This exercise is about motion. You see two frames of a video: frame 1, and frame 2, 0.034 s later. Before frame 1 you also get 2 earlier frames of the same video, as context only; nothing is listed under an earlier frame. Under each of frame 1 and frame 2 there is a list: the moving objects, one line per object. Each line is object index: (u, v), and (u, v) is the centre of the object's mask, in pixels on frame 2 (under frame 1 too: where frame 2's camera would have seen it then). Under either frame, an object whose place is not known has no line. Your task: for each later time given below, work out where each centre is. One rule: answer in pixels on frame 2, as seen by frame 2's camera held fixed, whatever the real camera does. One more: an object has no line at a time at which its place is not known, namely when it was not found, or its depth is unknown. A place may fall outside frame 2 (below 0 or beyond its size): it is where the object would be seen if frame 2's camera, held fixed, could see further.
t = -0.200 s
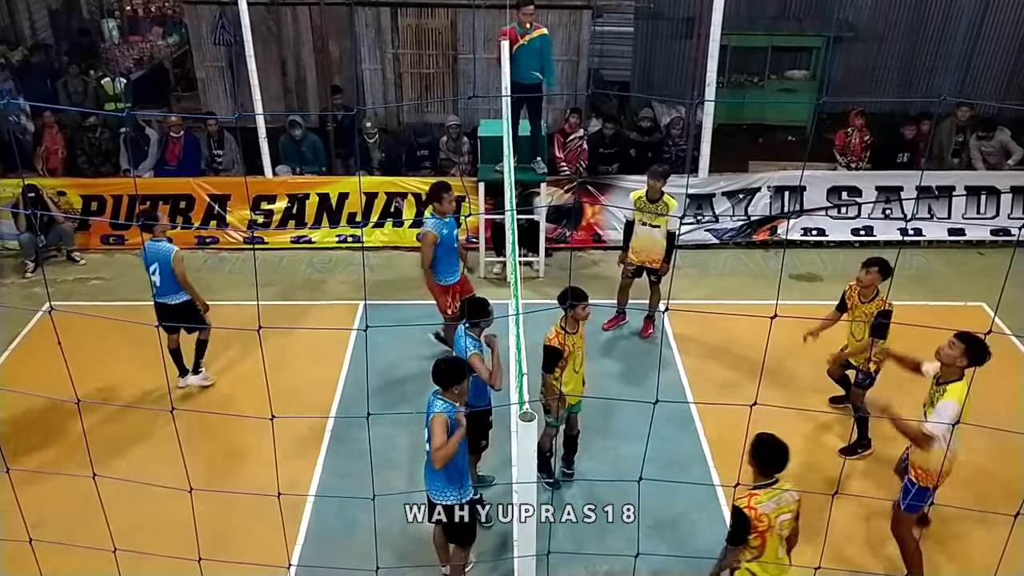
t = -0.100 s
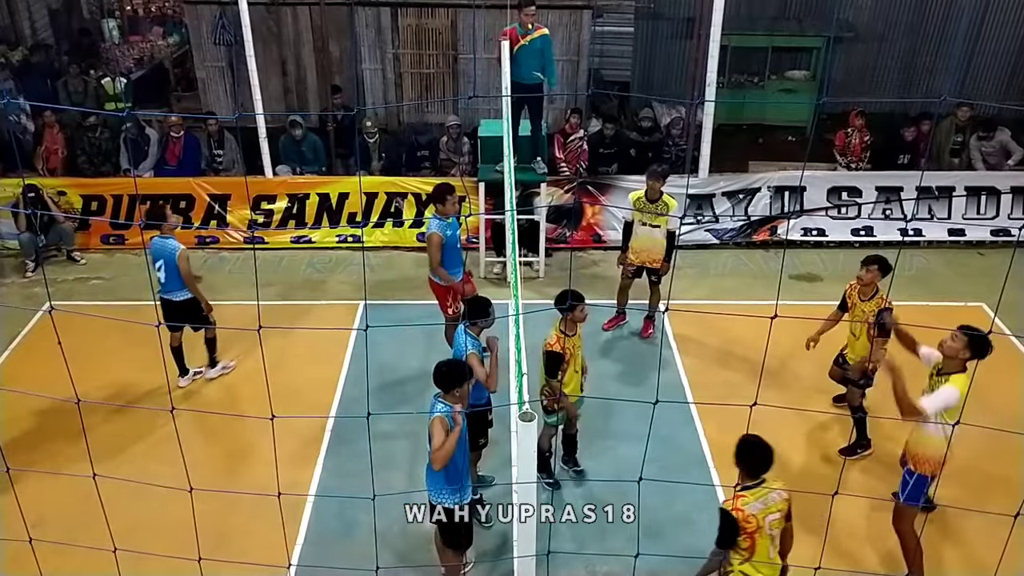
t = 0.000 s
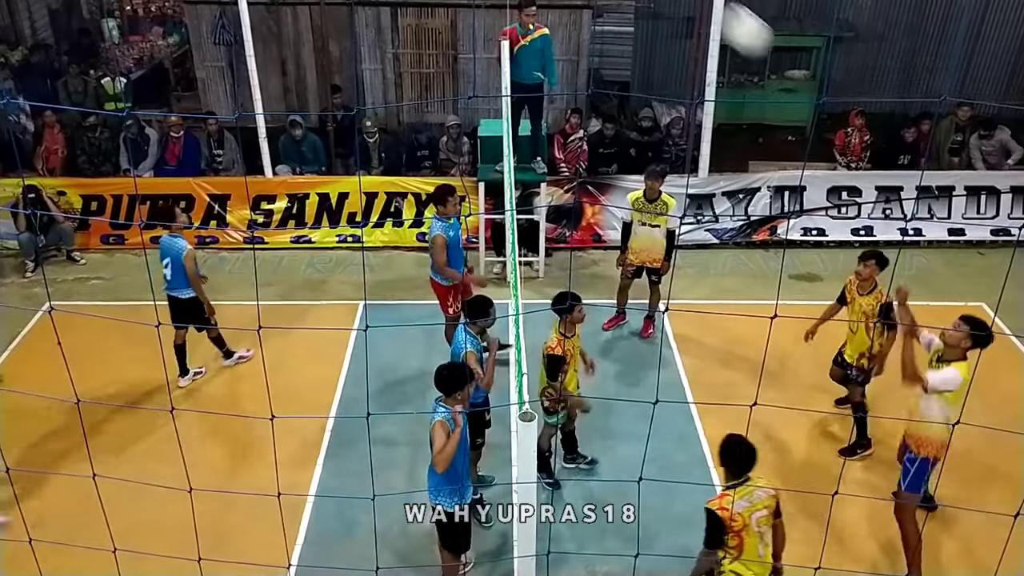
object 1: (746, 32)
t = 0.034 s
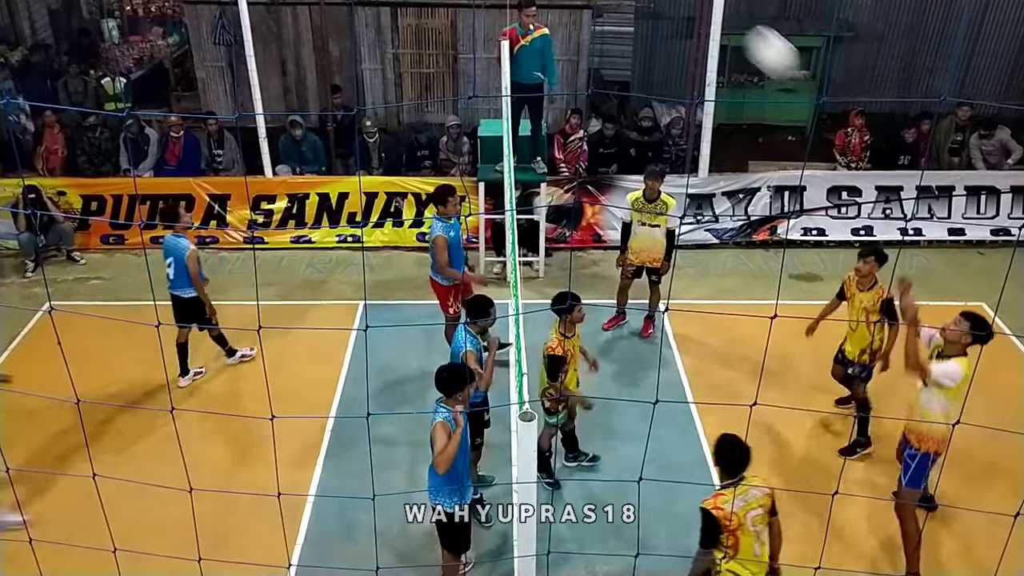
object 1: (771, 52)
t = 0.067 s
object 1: (797, 76)
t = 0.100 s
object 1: (820, 99)
